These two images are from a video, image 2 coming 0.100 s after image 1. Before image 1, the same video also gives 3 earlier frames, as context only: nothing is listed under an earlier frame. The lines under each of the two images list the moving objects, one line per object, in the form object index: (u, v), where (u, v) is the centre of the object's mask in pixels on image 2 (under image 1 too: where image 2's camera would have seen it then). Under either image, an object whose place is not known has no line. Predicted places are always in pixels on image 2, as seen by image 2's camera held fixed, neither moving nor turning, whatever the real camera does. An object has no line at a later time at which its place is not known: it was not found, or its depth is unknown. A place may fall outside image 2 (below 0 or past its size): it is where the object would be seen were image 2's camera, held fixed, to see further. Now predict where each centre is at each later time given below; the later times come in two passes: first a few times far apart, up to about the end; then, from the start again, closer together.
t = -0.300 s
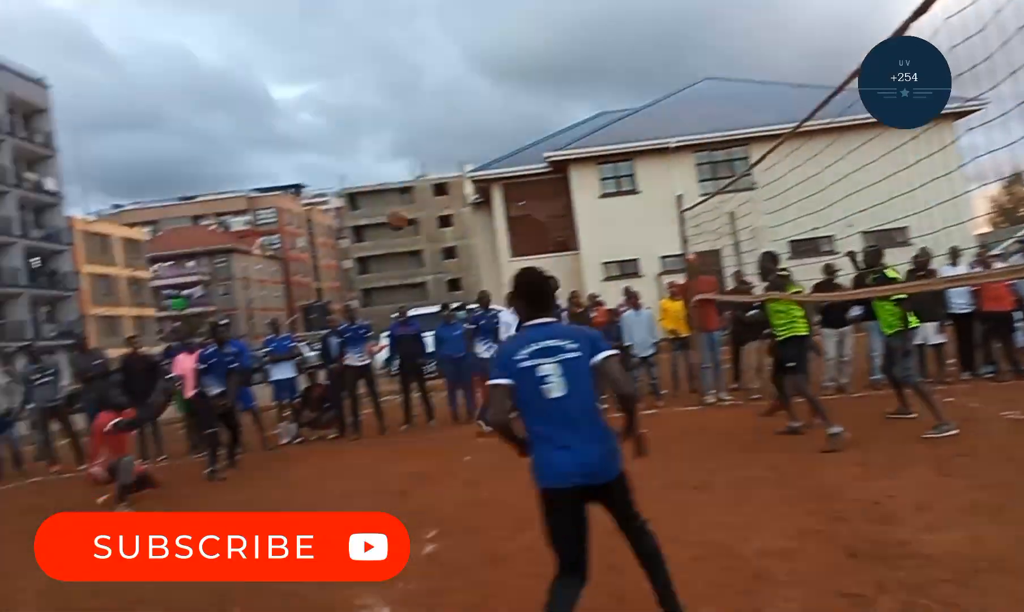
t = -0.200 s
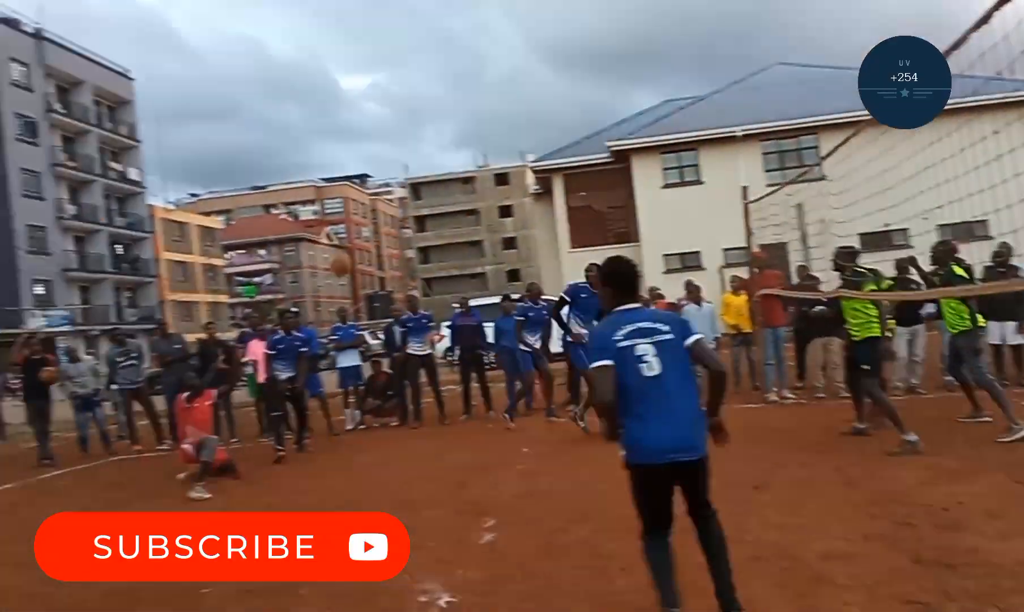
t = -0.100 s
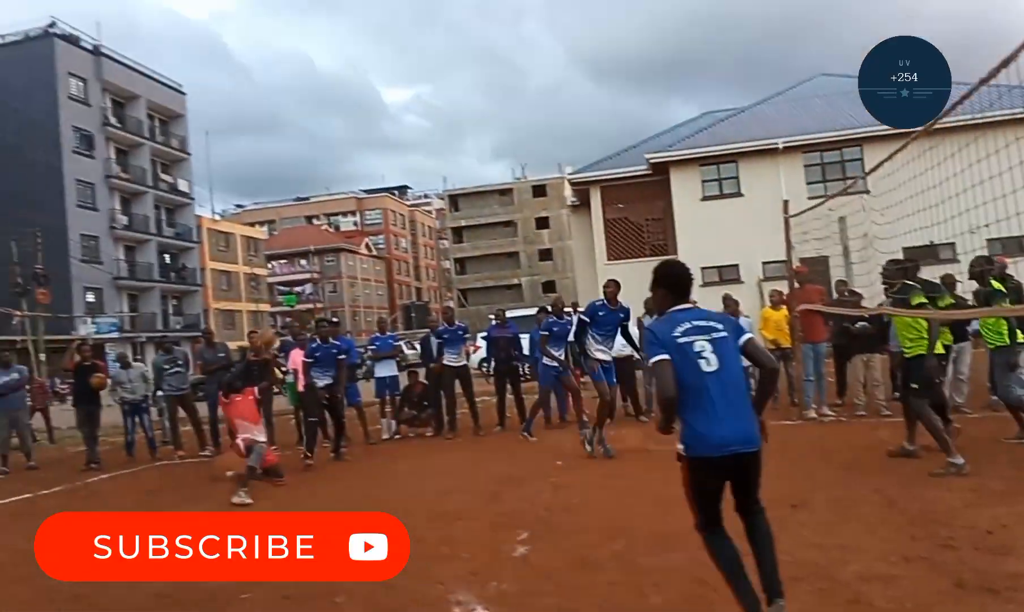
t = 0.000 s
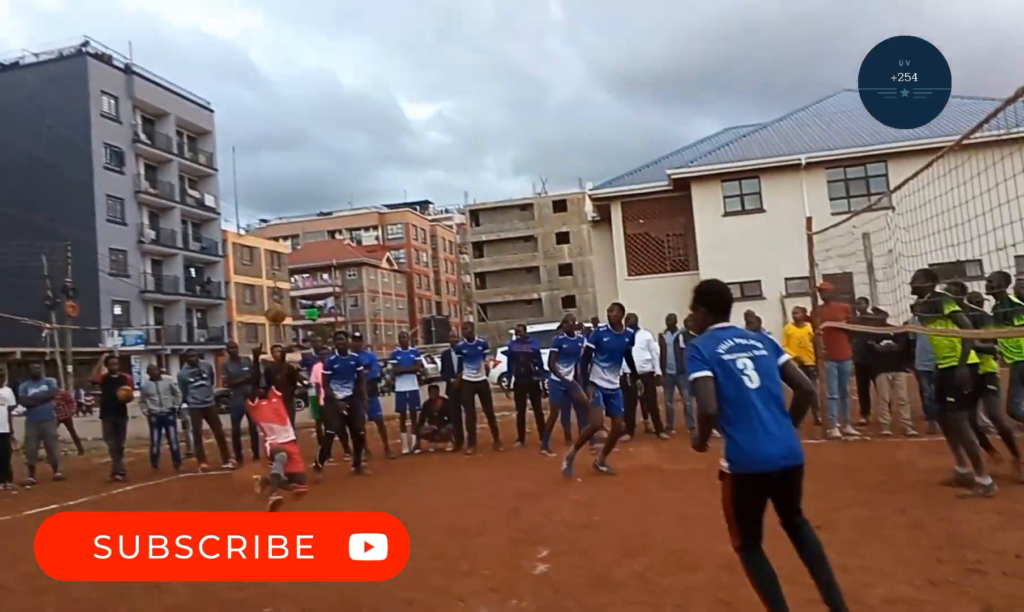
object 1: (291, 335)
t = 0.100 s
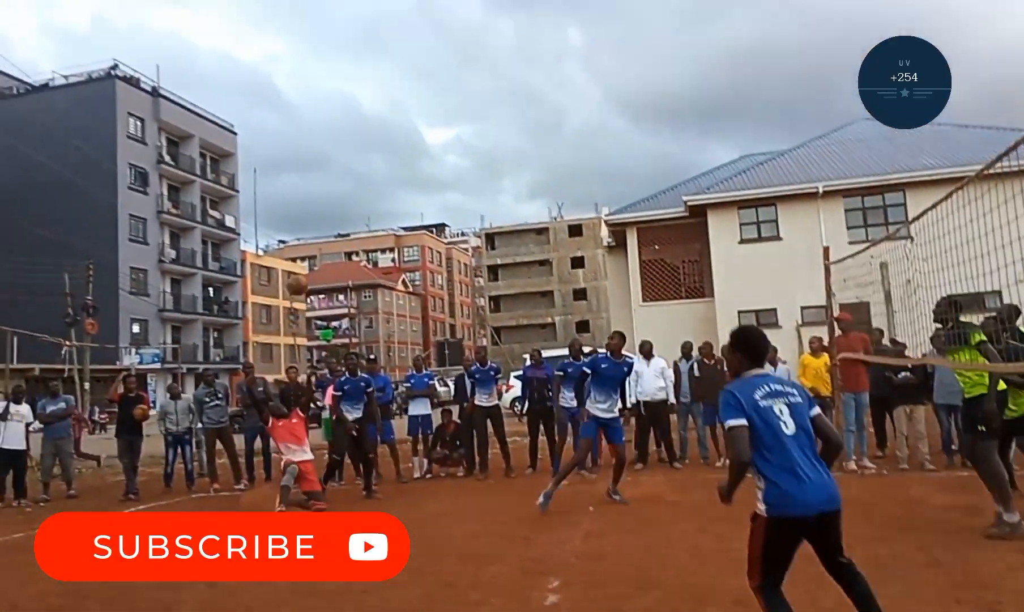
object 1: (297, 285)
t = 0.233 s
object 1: (307, 230)
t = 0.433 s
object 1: (323, 171)
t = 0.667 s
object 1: (347, 147)
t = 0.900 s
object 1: (377, 187)
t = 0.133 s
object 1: (299, 270)
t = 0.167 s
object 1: (302, 256)
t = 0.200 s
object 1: (305, 242)
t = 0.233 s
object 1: (307, 230)
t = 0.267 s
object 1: (309, 218)
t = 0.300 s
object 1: (312, 207)
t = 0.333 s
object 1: (314, 197)
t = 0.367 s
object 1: (316, 187)
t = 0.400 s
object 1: (320, 178)
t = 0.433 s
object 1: (323, 171)
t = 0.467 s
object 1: (326, 164)
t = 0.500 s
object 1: (329, 158)
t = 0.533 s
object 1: (333, 154)
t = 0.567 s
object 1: (336, 150)
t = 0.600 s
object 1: (340, 148)
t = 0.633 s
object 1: (343, 147)
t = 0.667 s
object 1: (347, 147)
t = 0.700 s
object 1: (351, 149)
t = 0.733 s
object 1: (355, 151)
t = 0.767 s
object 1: (359, 155)
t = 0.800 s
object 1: (364, 161)
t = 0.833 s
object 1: (368, 167)
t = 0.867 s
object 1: (372, 176)
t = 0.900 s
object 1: (377, 187)
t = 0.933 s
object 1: (382, 199)
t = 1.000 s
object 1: (393, 230)
